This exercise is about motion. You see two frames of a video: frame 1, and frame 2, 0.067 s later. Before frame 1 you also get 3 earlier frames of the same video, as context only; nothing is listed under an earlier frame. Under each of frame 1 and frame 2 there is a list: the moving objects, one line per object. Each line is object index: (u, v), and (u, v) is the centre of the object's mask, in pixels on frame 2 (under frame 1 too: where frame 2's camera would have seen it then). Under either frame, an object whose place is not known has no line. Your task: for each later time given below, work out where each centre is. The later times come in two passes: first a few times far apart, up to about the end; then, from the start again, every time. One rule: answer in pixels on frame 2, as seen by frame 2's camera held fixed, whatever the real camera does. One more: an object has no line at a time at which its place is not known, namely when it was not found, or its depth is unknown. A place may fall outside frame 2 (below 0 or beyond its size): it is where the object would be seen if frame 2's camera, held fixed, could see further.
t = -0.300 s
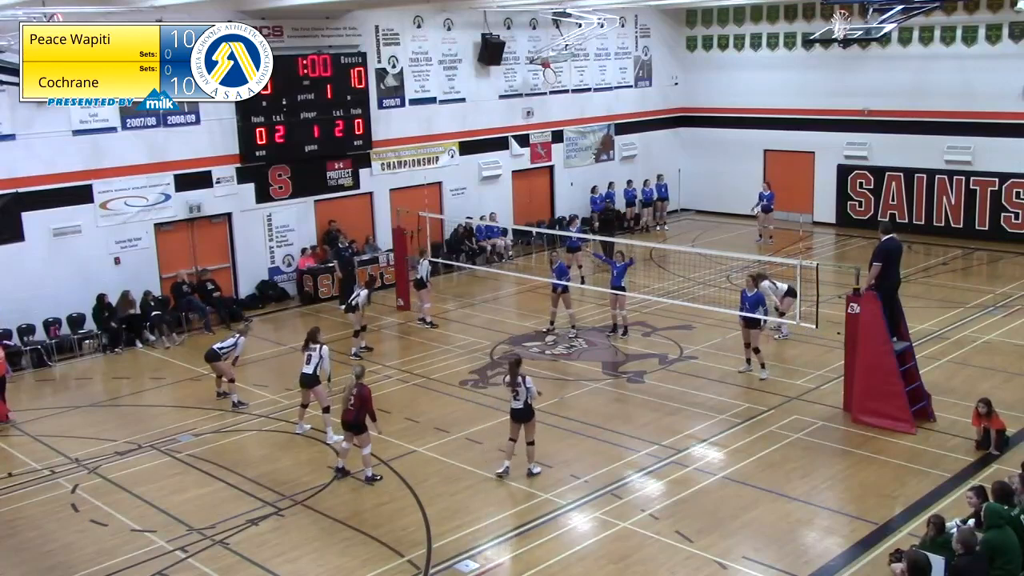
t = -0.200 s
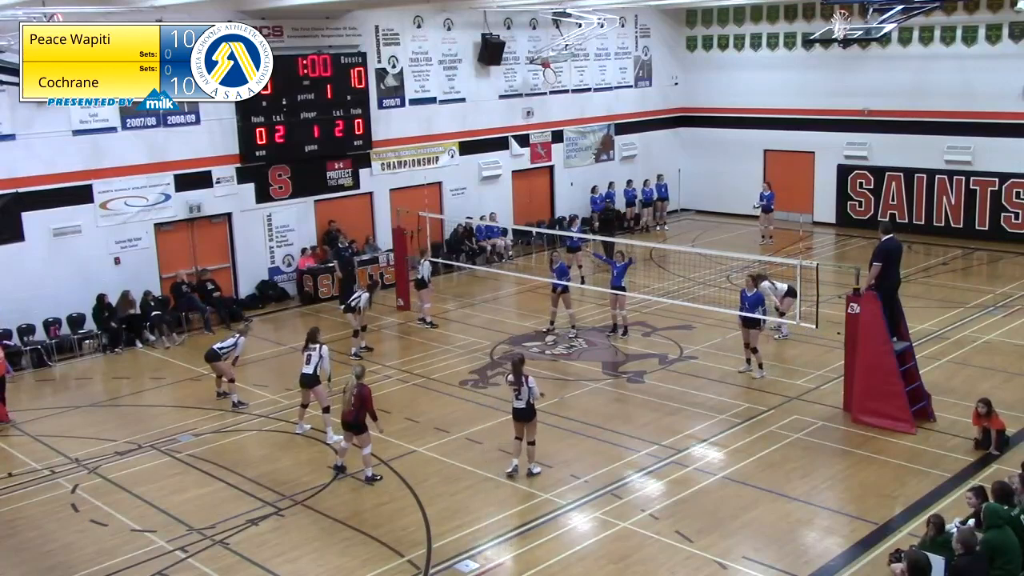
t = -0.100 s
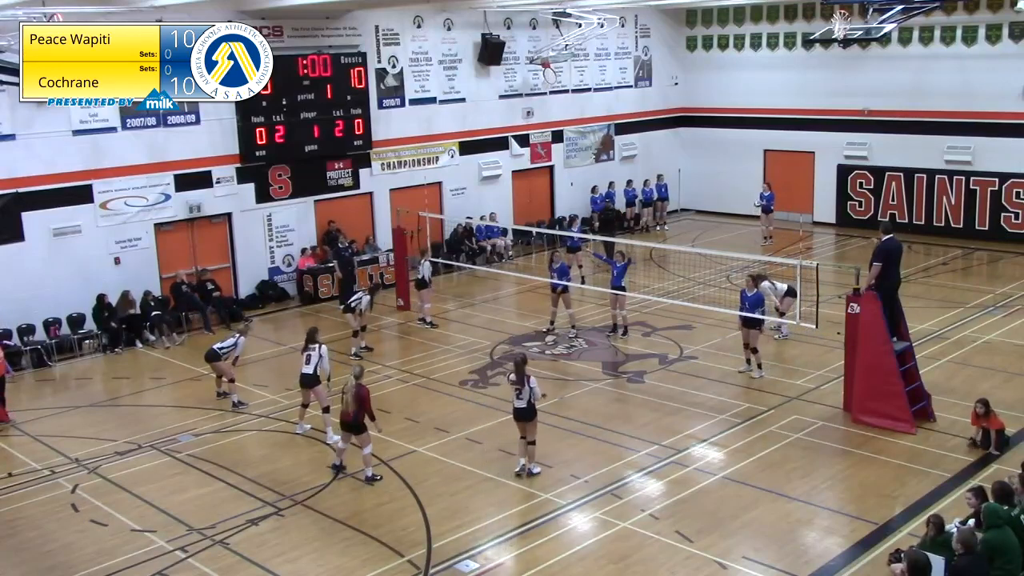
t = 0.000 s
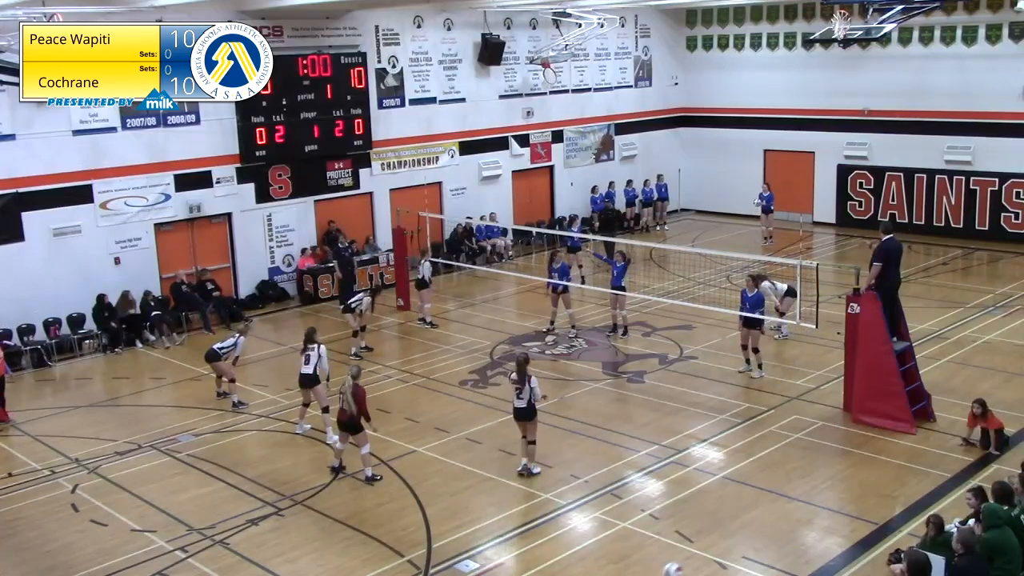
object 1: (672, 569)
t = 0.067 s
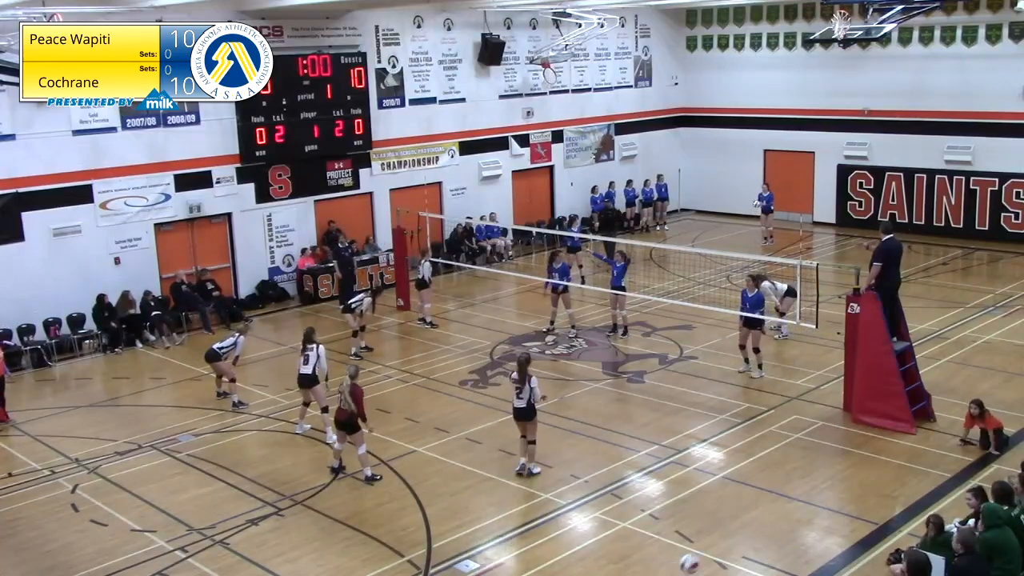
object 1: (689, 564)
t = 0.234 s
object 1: (727, 559)
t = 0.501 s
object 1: (784, 524)
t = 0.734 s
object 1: (827, 503)
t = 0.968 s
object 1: (865, 483)
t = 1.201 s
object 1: (900, 466)
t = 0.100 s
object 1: (697, 560)
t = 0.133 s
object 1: (705, 558)
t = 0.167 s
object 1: (713, 557)
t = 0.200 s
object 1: (720, 557)
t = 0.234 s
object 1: (727, 559)
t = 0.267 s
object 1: (735, 552)
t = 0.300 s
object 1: (743, 545)
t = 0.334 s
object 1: (750, 539)
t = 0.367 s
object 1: (757, 534)
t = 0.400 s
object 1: (764, 531)
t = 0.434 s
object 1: (770, 527)
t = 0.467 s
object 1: (777, 525)
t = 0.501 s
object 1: (784, 524)
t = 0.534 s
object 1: (789, 524)
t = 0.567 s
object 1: (797, 524)
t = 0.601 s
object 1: (802, 517)
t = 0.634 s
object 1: (809, 511)
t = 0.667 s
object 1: (815, 507)
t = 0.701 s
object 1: (820, 504)
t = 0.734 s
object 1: (827, 503)
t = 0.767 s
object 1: (832, 501)
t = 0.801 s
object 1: (837, 500)
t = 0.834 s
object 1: (843, 498)
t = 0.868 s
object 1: (849, 493)
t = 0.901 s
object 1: (855, 488)
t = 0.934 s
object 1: (860, 485)
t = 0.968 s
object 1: (865, 483)
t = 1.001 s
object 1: (871, 481)
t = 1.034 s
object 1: (875, 481)
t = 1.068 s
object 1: (880, 479)
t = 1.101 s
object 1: (886, 473)
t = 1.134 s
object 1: (891, 470)
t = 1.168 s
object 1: (896, 467)
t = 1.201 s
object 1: (900, 466)
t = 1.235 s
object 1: (904, 465)
